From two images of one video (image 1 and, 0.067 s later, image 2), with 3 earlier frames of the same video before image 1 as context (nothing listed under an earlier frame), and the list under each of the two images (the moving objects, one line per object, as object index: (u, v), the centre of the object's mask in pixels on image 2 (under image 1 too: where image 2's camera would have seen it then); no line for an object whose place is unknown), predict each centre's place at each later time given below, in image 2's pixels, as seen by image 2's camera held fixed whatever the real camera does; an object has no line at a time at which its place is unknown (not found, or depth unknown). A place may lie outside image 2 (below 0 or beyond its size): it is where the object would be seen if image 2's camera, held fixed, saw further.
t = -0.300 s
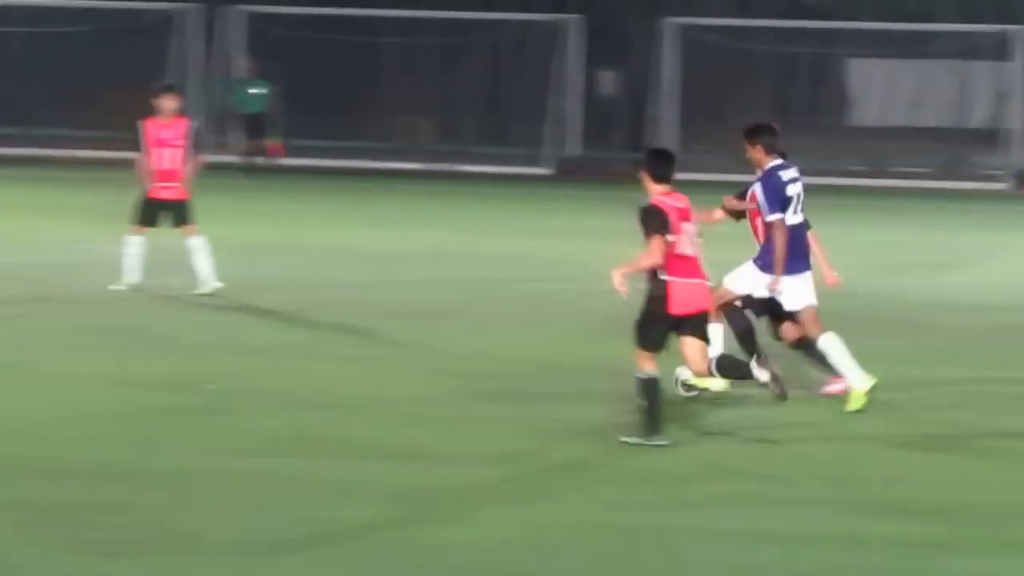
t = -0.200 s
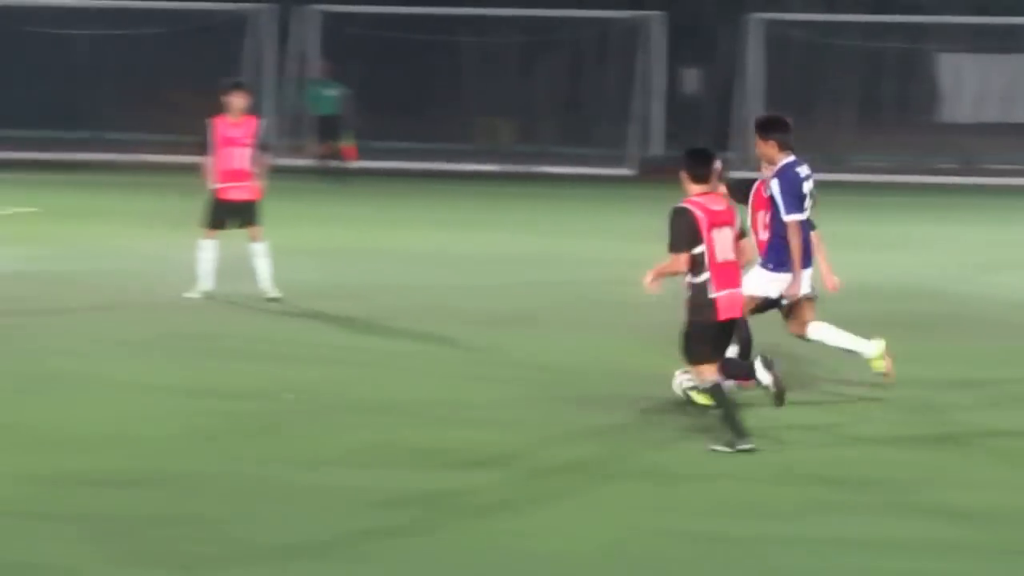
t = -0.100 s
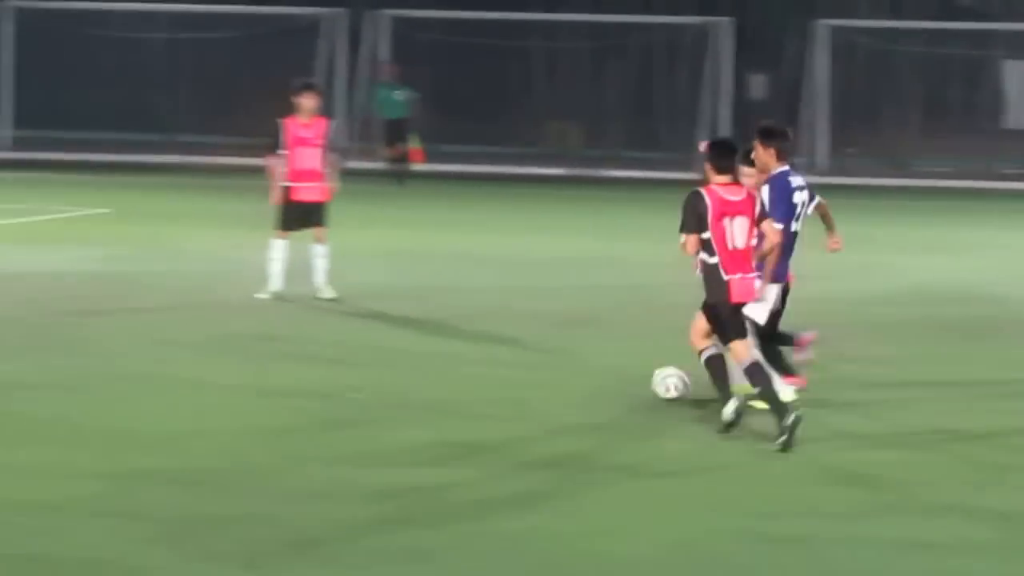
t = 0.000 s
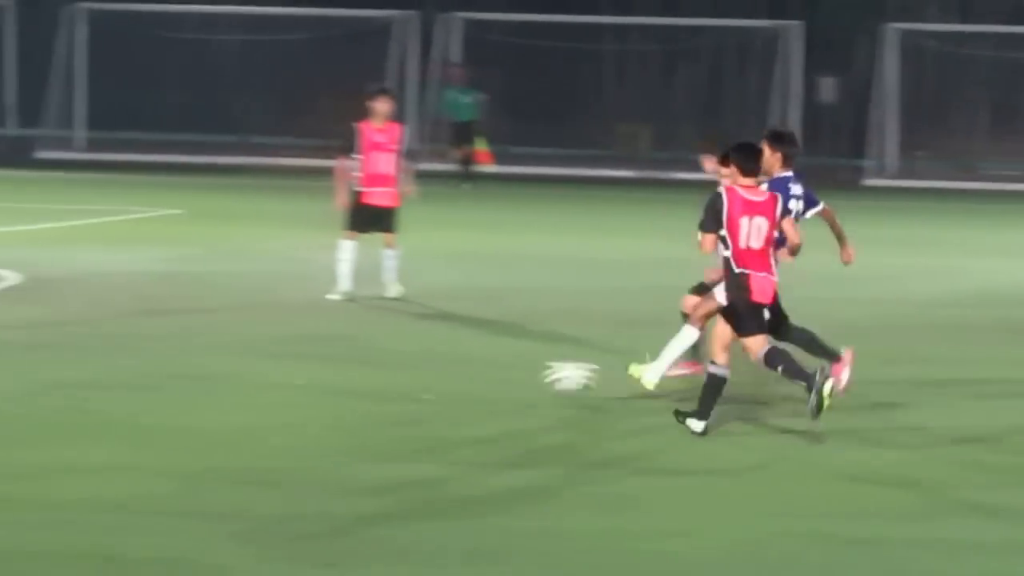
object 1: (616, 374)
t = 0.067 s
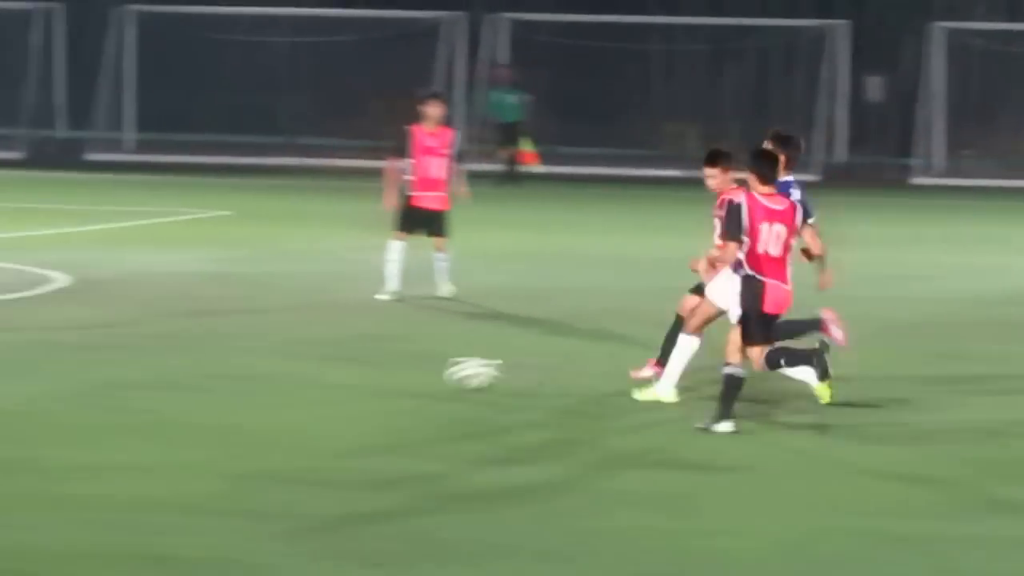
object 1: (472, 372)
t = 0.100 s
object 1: (401, 375)
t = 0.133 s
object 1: (332, 380)
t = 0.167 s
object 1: (263, 382)
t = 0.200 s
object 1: (194, 381)
